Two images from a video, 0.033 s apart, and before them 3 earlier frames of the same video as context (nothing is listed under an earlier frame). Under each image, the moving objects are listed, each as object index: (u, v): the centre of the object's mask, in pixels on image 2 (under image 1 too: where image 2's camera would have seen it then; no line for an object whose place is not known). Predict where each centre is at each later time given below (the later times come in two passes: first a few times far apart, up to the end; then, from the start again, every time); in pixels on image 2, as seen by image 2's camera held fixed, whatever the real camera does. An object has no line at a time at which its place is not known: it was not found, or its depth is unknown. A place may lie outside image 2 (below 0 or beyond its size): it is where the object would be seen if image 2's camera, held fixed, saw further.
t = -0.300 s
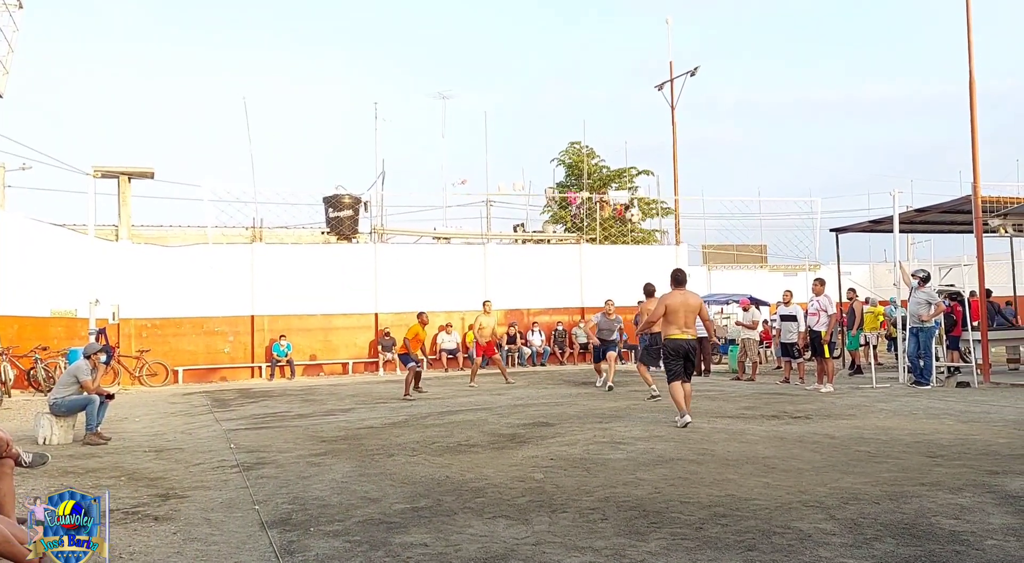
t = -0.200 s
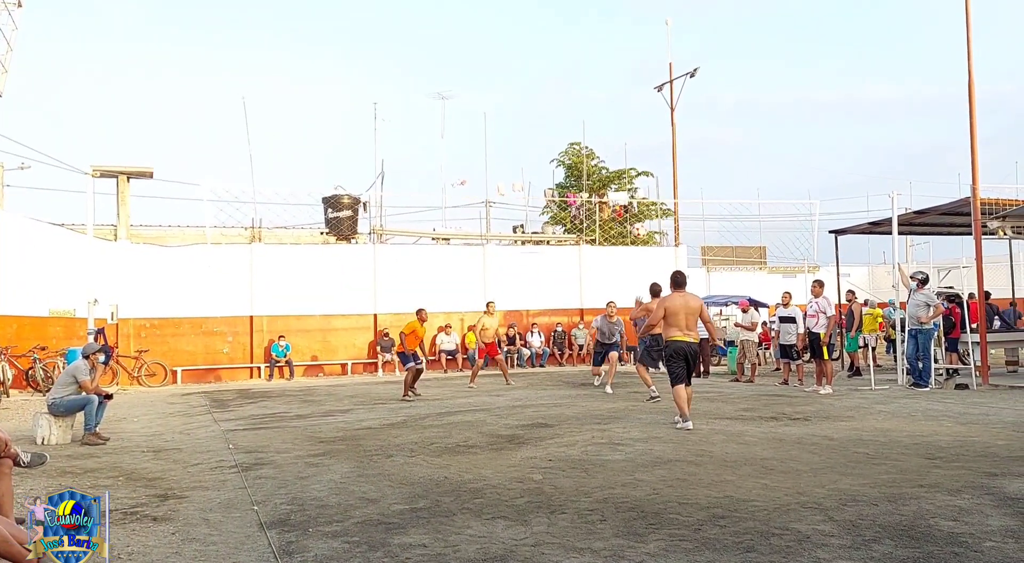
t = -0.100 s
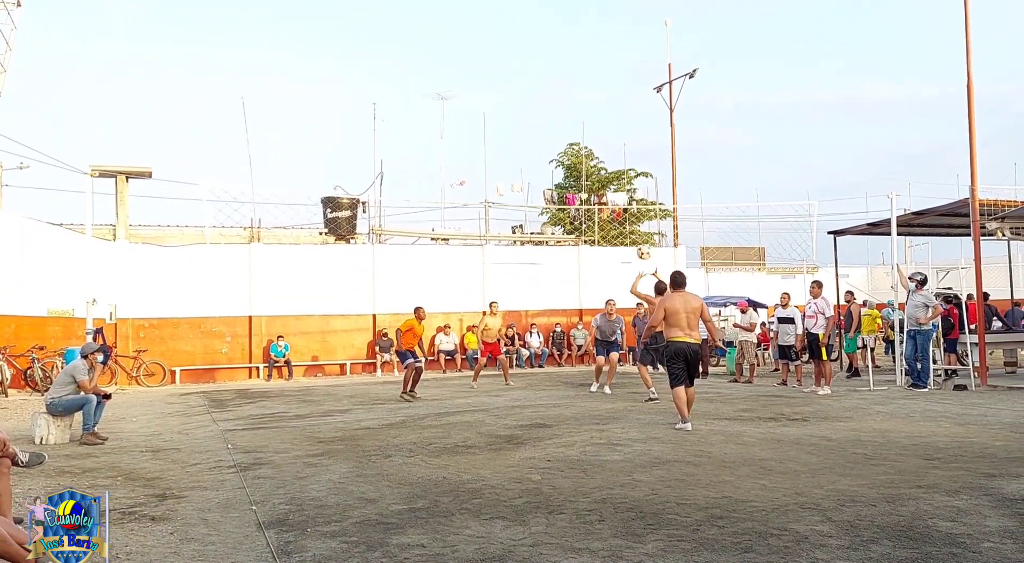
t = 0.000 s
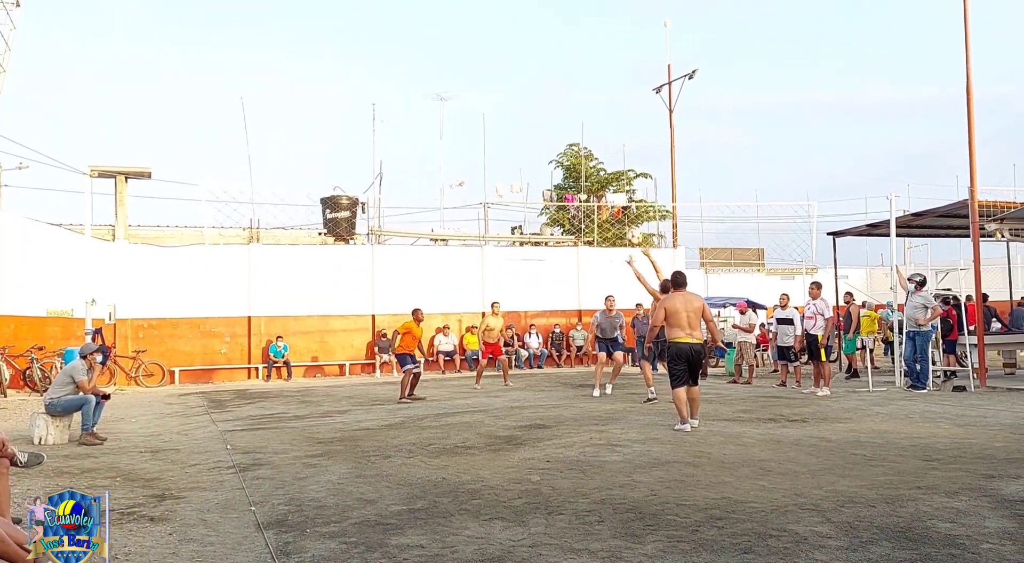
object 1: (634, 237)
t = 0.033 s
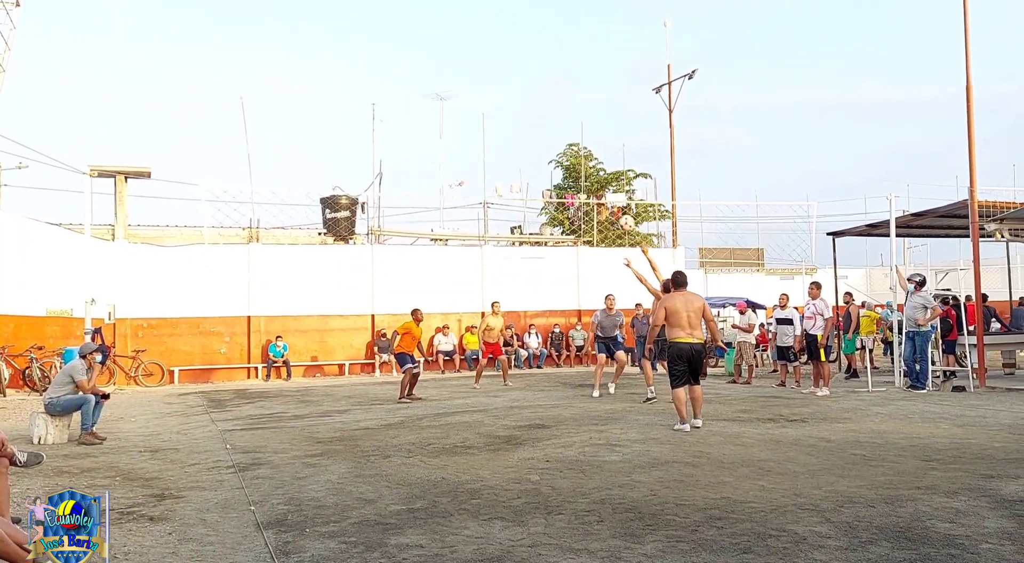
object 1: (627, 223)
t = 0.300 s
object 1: (570, 142)
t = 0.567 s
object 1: (513, 108)
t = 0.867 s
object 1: (452, 130)
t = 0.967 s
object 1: (432, 151)
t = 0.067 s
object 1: (619, 210)
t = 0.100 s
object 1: (612, 199)
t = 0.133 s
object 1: (605, 187)
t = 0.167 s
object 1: (598, 176)
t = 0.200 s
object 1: (592, 166)
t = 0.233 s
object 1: (585, 157)
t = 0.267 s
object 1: (577, 149)
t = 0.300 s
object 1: (570, 142)
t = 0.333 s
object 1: (562, 135)
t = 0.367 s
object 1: (555, 129)
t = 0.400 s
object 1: (548, 123)
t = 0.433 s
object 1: (540, 119)
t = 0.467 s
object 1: (533, 115)
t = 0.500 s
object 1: (527, 112)
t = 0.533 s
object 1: (519, 110)
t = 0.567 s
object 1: (513, 108)
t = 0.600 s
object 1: (506, 107)
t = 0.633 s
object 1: (500, 108)
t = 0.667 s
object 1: (493, 109)
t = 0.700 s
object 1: (486, 110)
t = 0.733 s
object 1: (479, 113)
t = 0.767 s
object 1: (473, 116)
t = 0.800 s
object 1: (466, 120)
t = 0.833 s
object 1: (459, 124)
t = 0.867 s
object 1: (452, 130)
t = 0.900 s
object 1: (445, 137)
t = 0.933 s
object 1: (439, 144)
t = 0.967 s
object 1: (432, 151)
